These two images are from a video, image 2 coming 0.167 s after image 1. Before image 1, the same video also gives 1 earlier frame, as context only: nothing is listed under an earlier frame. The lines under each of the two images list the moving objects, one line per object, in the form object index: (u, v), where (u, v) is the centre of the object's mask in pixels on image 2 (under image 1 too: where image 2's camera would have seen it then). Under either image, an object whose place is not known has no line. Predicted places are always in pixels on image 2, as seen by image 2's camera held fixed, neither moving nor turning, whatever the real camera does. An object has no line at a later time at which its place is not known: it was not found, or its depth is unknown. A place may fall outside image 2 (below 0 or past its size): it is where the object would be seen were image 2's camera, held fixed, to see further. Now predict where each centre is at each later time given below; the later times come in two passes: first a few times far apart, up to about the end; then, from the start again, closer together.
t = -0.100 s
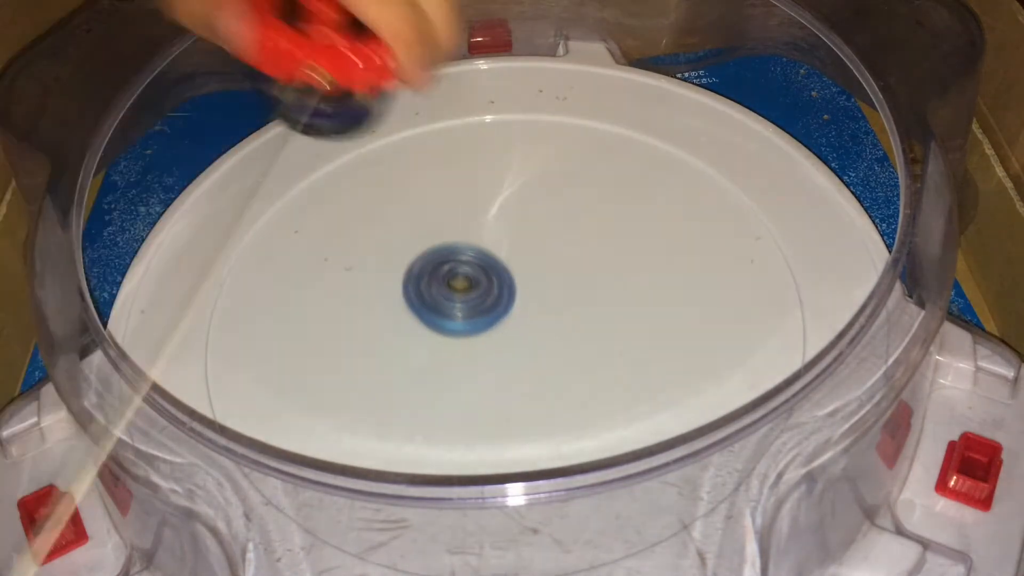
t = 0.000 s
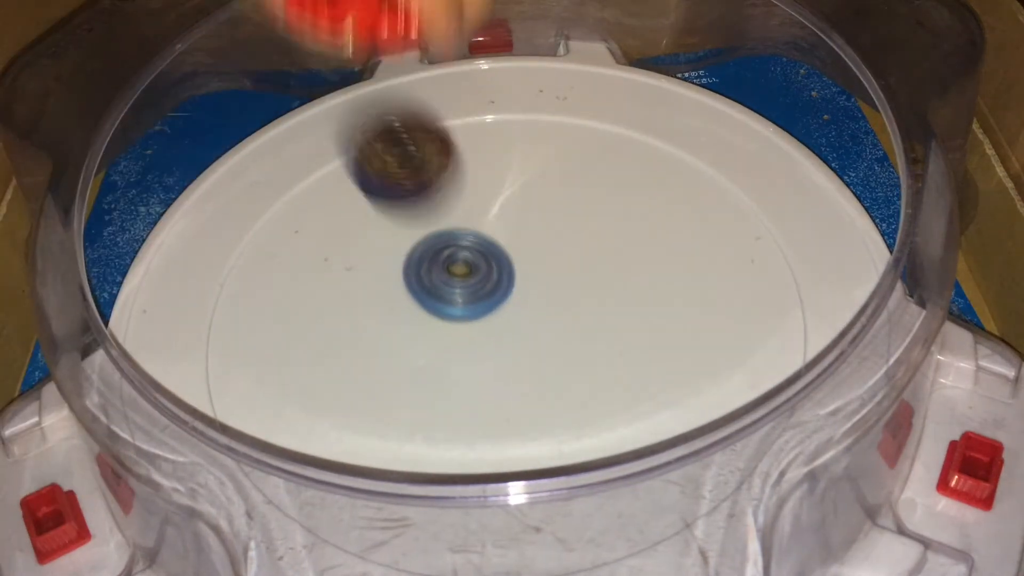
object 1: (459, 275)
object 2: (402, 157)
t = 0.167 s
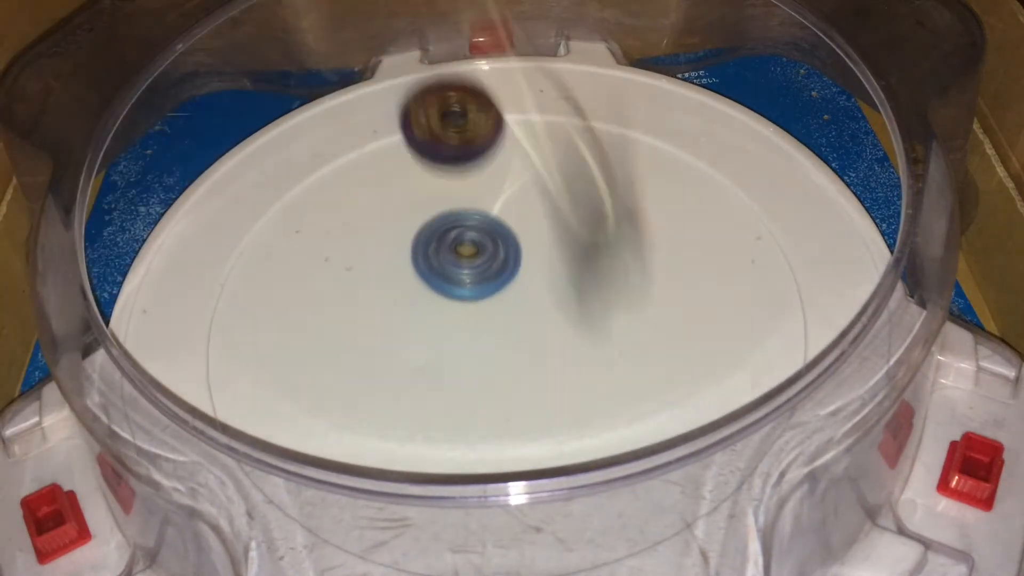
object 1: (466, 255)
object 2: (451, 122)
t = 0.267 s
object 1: (475, 248)
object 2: (432, 102)
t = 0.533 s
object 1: (583, 282)
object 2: (369, 204)
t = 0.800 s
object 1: (836, 358)
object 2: (586, 211)
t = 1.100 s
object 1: (572, 333)
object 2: (454, 58)
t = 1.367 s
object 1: (605, 356)
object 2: (382, 378)
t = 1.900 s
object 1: (510, 211)
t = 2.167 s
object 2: (586, 374)
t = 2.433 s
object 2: (251, 327)
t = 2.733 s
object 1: (556, 275)
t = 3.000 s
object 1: (619, 141)
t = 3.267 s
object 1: (606, 201)
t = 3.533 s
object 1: (437, 273)
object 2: (626, 261)
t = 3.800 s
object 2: (440, 106)
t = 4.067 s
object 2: (439, 250)
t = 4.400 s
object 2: (529, 111)
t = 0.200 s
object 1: (469, 252)
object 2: (447, 101)
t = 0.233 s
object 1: (472, 250)
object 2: (444, 97)
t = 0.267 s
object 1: (475, 248)
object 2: (432, 102)
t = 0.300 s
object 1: (477, 247)
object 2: (419, 110)
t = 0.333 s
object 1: (481, 245)
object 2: (406, 114)
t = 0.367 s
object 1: (483, 244)
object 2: (392, 122)
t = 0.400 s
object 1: (486, 242)
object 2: (381, 133)
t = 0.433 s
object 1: (489, 241)
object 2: (375, 153)
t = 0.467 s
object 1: (492, 240)
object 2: (380, 180)
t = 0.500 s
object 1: (512, 250)
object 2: (387, 203)
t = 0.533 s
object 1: (583, 282)
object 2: (369, 204)
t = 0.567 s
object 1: (653, 310)
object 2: (362, 212)
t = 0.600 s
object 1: (721, 331)
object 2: (369, 225)
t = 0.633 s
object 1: (776, 335)
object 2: (390, 240)
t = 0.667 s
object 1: (816, 339)
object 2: (423, 251)
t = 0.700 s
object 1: (842, 352)
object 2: (465, 253)
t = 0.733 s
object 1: (856, 359)
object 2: (510, 247)
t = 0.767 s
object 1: (850, 361)
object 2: (551, 232)
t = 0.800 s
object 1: (836, 358)
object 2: (586, 211)
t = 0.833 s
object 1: (819, 355)
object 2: (613, 182)
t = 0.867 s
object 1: (793, 350)
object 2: (630, 150)
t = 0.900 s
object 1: (765, 349)
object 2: (635, 116)
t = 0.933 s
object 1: (738, 357)
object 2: (609, 86)
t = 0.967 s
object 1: (708, 360)
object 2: (572, 76)
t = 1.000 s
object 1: (674, 358)
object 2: (536, 78)
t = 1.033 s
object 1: (637, 352)
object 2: (507, 58)
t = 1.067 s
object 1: (604, 345)
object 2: (481, 52)
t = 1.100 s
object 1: (572, 333)
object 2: (454, 58)
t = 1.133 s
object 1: (544, 322)
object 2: (423, 79)
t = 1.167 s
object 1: (520, 312)
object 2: (403, 114)
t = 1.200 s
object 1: (498, 303)
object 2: (382, 157)
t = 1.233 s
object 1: (481, 295)
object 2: (372, 209)
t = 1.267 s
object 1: (486, 298)
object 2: (370, 266)
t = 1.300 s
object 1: (528, 321)
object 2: (352, 303)
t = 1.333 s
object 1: (569, 340)
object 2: (354, 340)
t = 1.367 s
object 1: (605, 356)
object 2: (382, 378)
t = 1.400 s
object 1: (634, 369)
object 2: (432, 407)
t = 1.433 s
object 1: (654, 378)
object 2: (504, 422)
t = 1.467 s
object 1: (696, 372)
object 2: (554, 425)
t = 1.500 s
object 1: (775, 343)
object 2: (587, 422)
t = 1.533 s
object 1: (819, 307)
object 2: (632, 410)
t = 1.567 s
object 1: (856, 289)
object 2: (687, 389)
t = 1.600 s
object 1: (840, 266)
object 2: (741, 356)
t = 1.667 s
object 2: (640, 388)
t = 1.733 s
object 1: (725, 67)
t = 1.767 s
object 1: (689, 65)
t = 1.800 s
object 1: (646, 89)
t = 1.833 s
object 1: (601, 130)
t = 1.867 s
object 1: (558, 180)
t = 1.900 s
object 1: (510, 211)
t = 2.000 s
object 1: (366, 336)
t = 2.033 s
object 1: (323, 373)
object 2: (558, 476)
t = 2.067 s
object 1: (293, 403)
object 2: (588, 451)
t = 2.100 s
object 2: (601, 423)
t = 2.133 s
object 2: (601, 402)
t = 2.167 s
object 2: (586, 374)
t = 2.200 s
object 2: (562, 349)
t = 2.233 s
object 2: (529, 328)
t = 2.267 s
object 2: (490, 312)
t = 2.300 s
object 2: (444, 301)
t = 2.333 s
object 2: (395, 297)
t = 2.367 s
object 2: (346, 299)
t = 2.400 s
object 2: (298, 308)
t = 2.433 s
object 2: (251, 327)
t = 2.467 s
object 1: (519, 421)
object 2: (214, 357)
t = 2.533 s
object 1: (542, 378)
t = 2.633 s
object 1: (548, 320)
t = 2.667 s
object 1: (550, 304)
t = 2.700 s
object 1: (552, 288)
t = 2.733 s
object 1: (556, 275)
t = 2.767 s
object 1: (559, 260)
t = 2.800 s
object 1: (564, 247)
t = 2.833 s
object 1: (570, 235)
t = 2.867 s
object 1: (582, 202)
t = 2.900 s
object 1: (598, 178)
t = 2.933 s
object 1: (608, 158)
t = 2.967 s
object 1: (615, 149)
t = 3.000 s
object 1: (619, 141)
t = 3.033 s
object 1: (624, 139)
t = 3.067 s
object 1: (624, 141)
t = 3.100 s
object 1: (624, 143)
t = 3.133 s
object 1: (623, 151)
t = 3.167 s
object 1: (622, 159)
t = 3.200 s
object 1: (620, 169)
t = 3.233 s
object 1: (615, 184)
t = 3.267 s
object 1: (606, 201)
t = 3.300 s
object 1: (596, 217)
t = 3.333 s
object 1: (581, 232)
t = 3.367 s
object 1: (564, 248)
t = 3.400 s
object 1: (545, 263)
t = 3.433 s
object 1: (526, 273)
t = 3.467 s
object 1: (509, 281)
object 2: (592, 330)
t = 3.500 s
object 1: (477, 281)
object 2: (608, 295)
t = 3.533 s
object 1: (437, 273)
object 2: (626, 261)
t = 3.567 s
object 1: (396, 266)
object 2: (632, 224)
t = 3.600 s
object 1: (356, 262)
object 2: (628, 191)
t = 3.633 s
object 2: (611, 159)
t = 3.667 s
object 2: (587, 132)
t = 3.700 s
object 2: (555, 112)
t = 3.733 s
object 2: (520, 100)
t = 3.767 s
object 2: (482, 95)
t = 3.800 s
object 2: (440, 106)
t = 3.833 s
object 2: (400, 123)
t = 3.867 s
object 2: (366, 148)
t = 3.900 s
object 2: (341, 181)
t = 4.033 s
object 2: (400, 248)
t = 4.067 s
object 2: (439, 250)
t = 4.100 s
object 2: (476, 244)
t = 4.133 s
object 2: (511, 234)
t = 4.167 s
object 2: (540, 218)
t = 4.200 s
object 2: (562, 199)
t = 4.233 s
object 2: (577, 178)
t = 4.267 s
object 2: (586, 155)
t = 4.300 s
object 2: (587, 132)
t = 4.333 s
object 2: (582, 111)
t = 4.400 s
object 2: (529, 111)
